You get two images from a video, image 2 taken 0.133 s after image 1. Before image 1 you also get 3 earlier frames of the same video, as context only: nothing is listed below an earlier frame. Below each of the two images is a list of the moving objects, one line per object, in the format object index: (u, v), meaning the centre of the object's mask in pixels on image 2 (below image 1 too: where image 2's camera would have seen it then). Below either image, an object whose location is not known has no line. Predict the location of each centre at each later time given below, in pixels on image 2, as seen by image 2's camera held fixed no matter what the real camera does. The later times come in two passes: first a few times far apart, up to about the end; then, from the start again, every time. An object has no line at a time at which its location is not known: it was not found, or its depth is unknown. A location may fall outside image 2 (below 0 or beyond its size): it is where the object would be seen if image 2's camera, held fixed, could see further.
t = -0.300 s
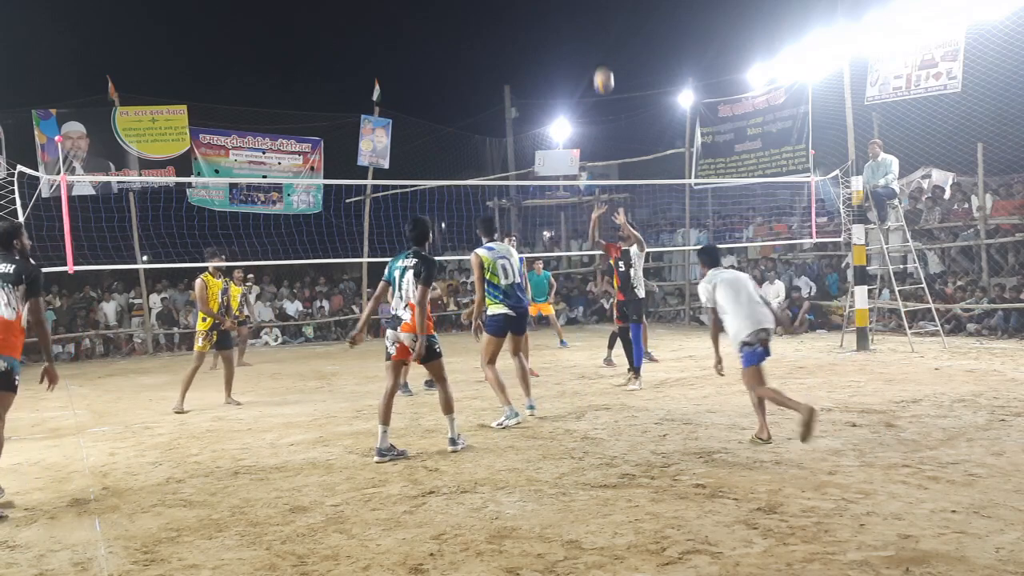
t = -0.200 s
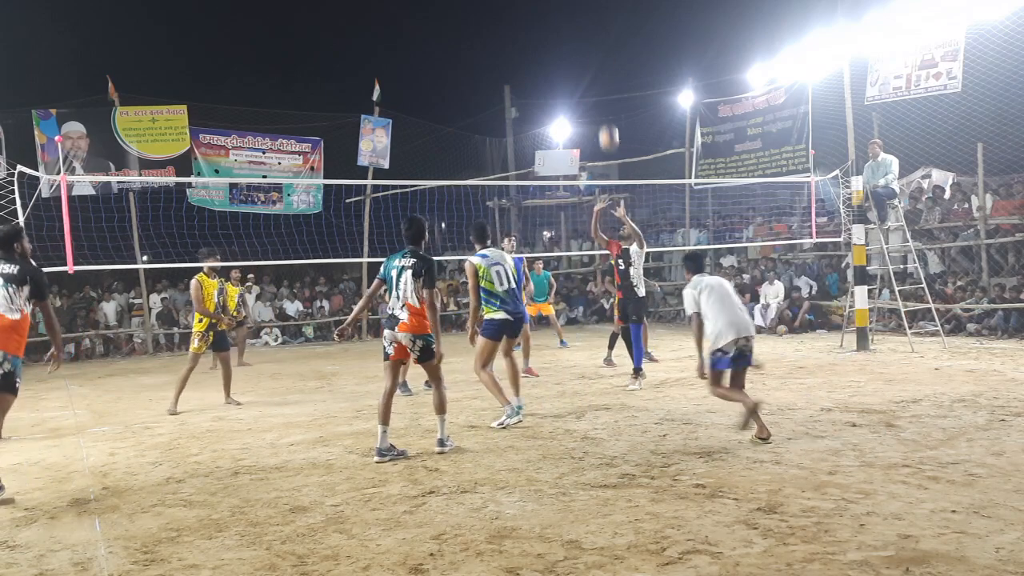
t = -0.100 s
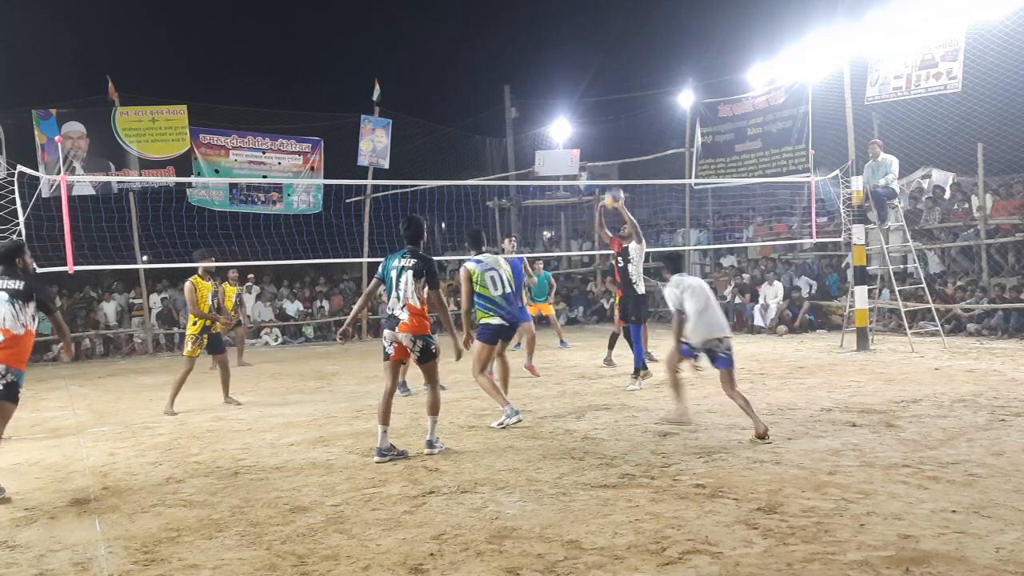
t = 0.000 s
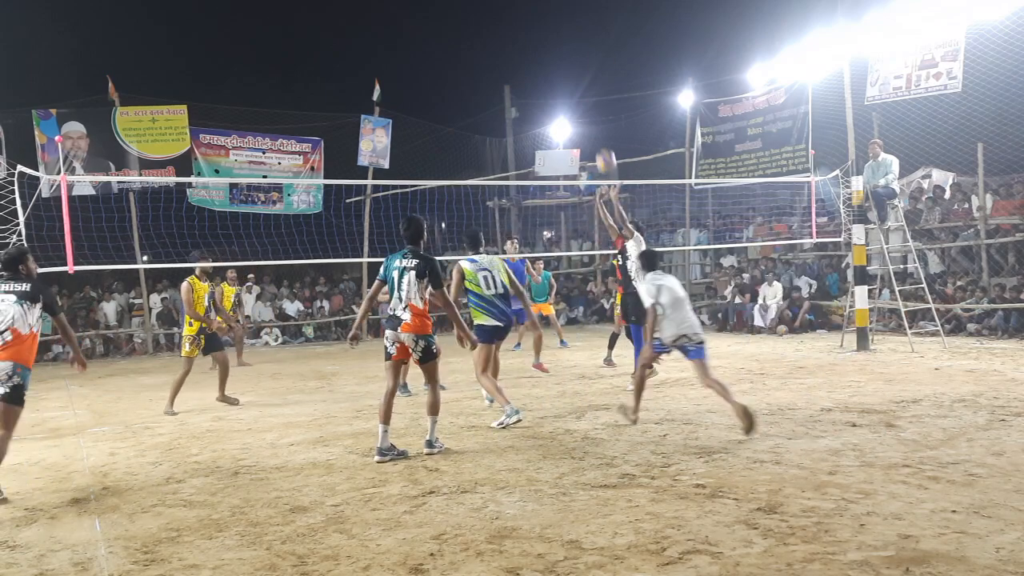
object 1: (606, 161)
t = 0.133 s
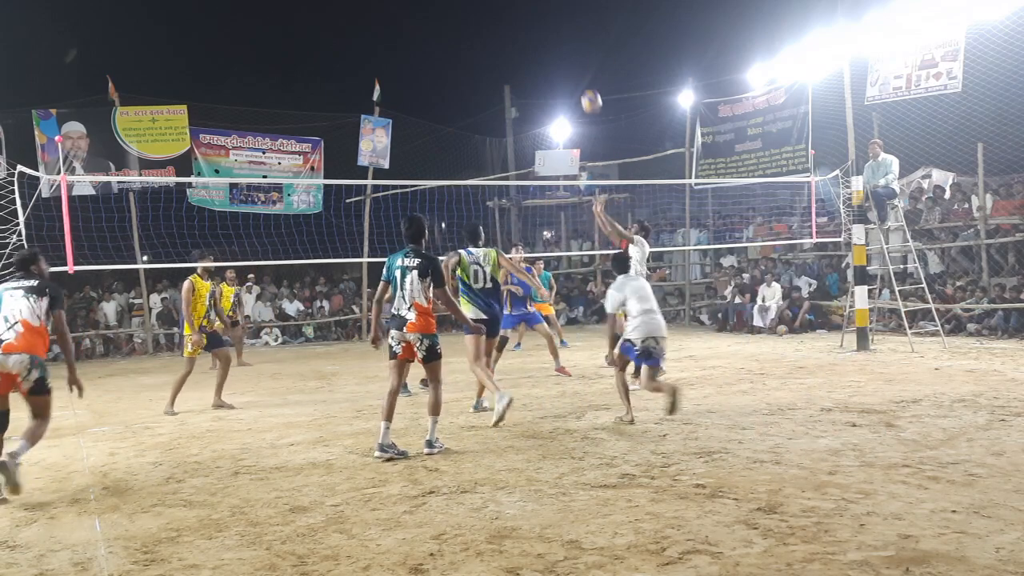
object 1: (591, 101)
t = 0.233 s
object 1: (581, 67)
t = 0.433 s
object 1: (562, 24)
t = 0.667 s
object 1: (542, 21)
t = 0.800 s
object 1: (531, 41)
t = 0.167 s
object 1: (588, 88)
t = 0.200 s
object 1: (584, 77)
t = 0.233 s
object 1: (581, 67)
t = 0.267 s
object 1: (577, 57)
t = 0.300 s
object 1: (574, 48)
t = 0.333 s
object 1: (571, 41)
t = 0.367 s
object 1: (568, 34)
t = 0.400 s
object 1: (565, 29)
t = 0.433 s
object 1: (562, 24)
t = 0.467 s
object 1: (559, 21)
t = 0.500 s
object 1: (556, 18)
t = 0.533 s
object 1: (553, 17)
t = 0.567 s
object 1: (550, 16)
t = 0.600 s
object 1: (547, 16)
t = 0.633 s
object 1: (544, 18)
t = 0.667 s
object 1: (542, 21)
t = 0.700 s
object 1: (539, 24)
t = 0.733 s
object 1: (536, 29)
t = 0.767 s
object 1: (534, 34)
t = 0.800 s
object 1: (531, 41)
